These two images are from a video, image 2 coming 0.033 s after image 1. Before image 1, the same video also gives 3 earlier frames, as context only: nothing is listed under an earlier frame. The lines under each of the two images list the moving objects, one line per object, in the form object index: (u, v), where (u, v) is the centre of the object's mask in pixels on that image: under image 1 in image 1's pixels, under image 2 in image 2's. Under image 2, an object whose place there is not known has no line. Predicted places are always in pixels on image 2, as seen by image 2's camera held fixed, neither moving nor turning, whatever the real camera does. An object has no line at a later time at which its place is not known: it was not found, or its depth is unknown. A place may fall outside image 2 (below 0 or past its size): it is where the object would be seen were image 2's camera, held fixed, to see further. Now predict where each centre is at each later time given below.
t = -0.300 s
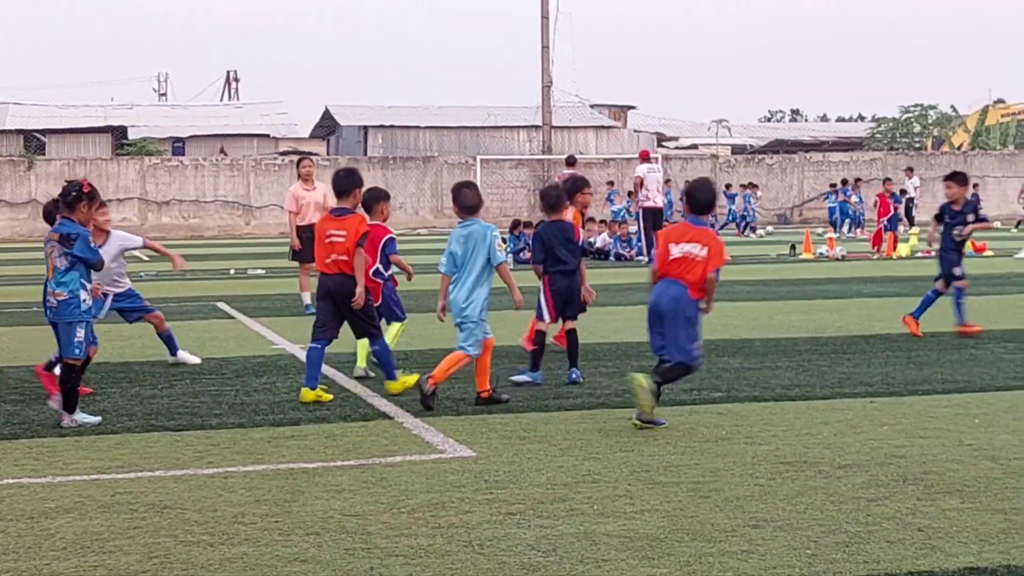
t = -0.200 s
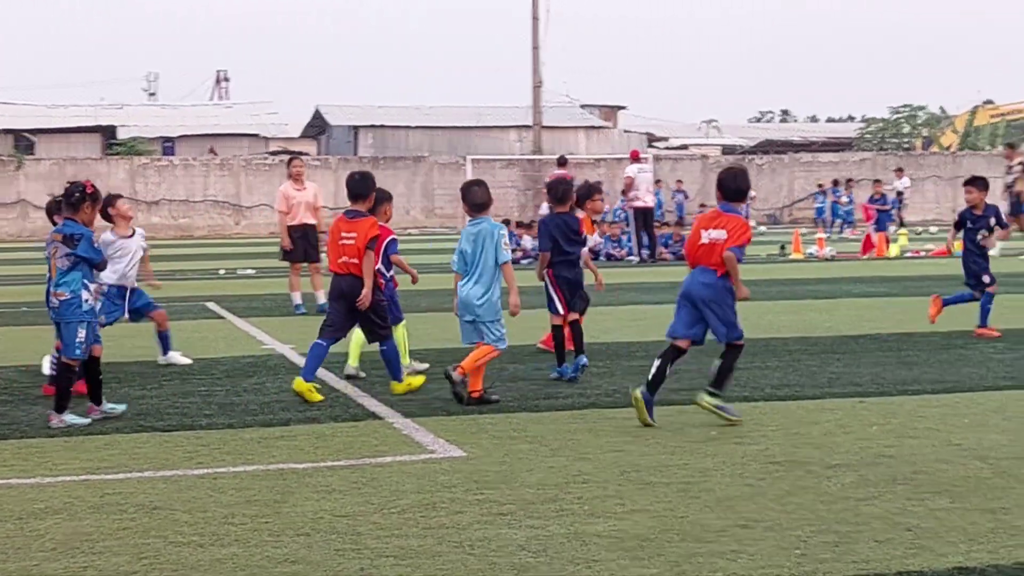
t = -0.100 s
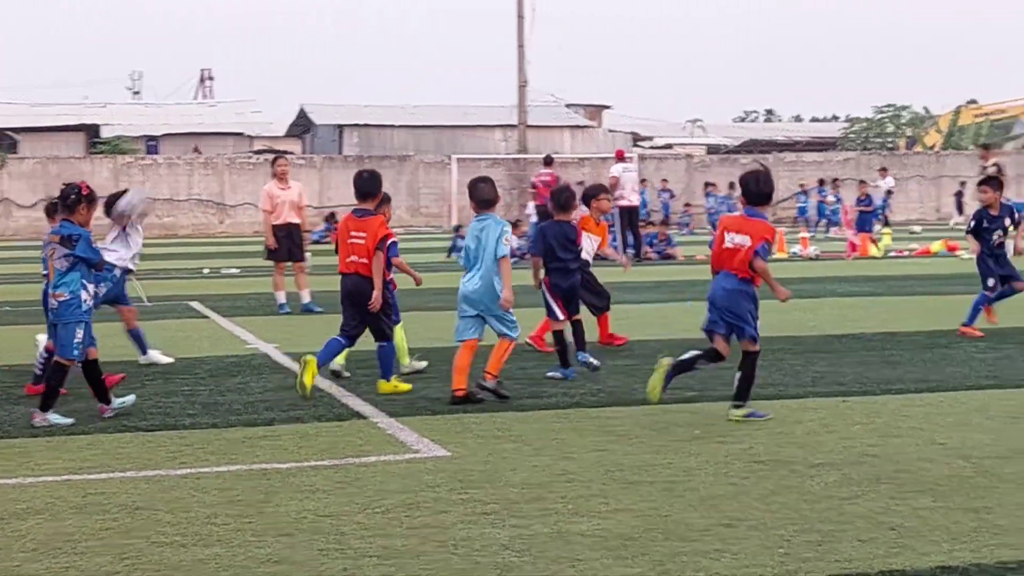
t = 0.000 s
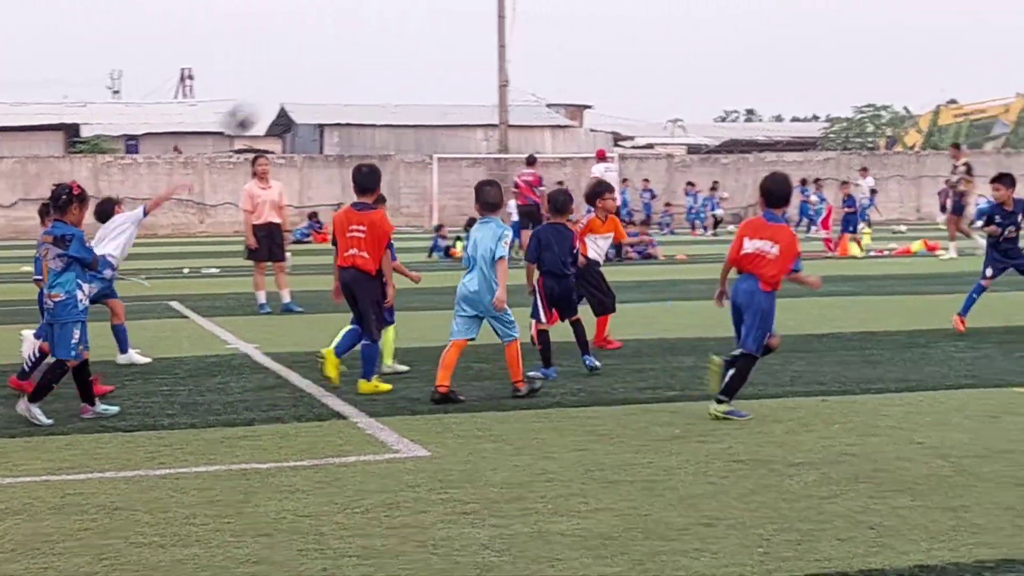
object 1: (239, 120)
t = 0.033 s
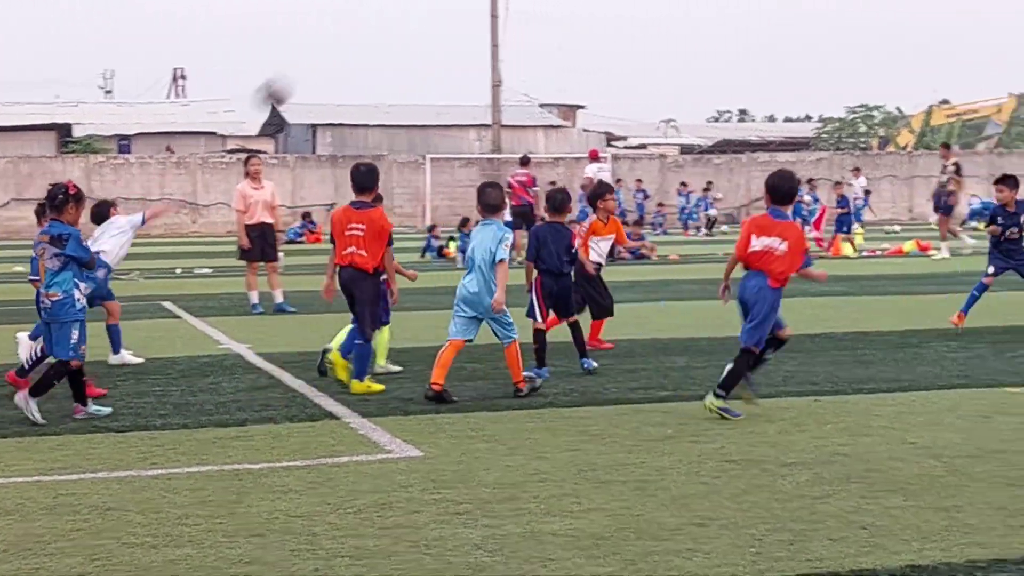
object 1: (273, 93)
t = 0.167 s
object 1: (433, 12)
